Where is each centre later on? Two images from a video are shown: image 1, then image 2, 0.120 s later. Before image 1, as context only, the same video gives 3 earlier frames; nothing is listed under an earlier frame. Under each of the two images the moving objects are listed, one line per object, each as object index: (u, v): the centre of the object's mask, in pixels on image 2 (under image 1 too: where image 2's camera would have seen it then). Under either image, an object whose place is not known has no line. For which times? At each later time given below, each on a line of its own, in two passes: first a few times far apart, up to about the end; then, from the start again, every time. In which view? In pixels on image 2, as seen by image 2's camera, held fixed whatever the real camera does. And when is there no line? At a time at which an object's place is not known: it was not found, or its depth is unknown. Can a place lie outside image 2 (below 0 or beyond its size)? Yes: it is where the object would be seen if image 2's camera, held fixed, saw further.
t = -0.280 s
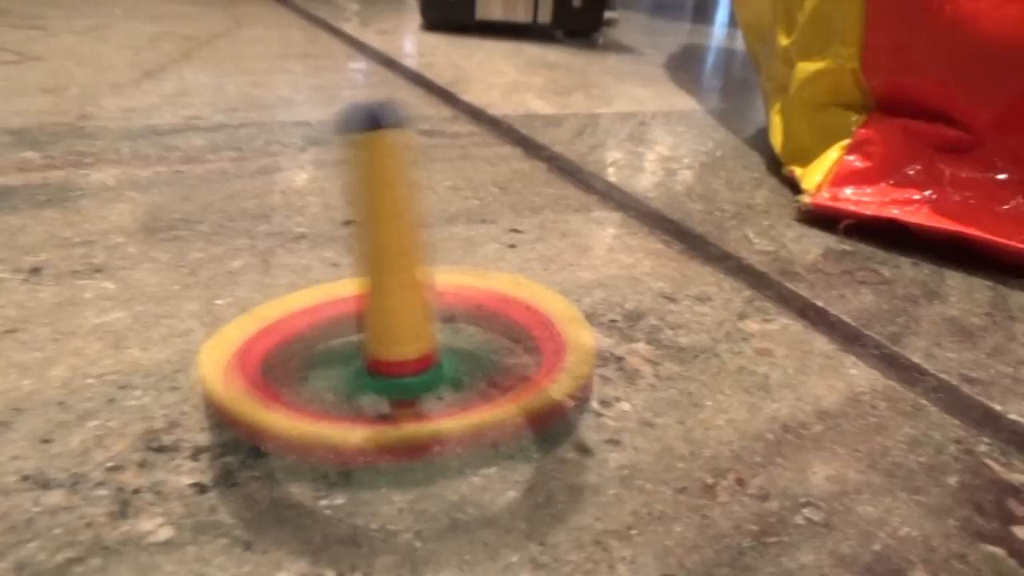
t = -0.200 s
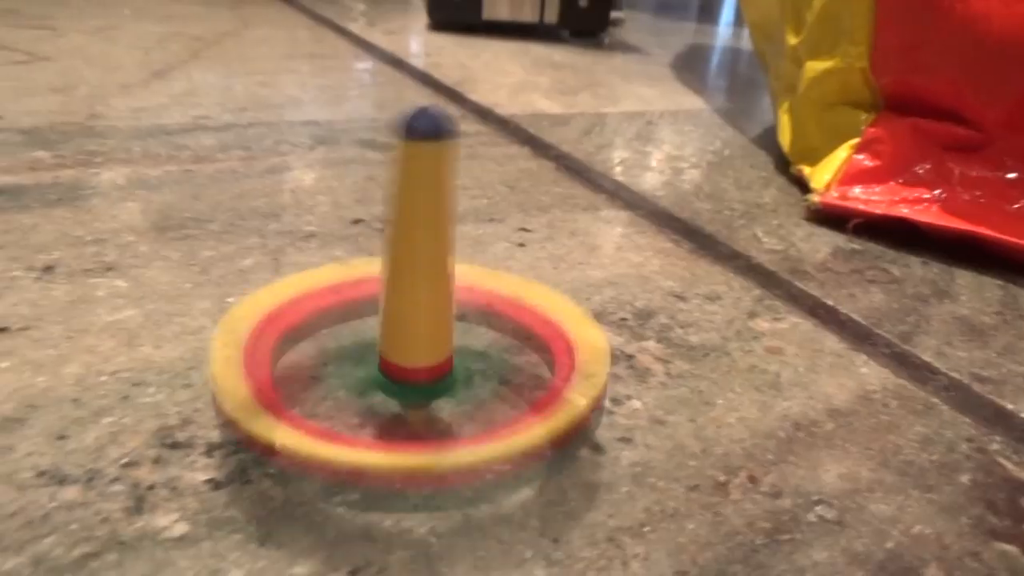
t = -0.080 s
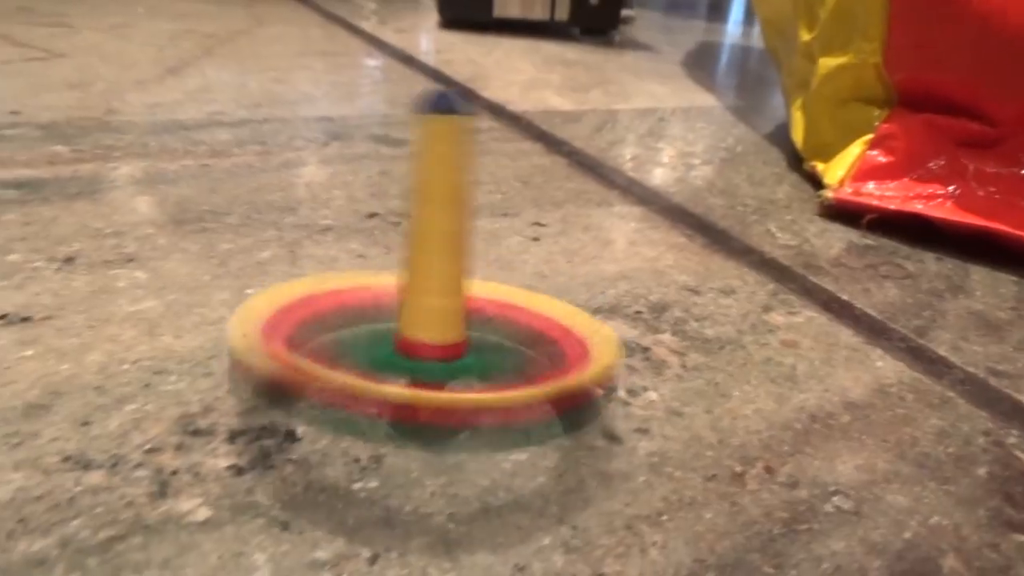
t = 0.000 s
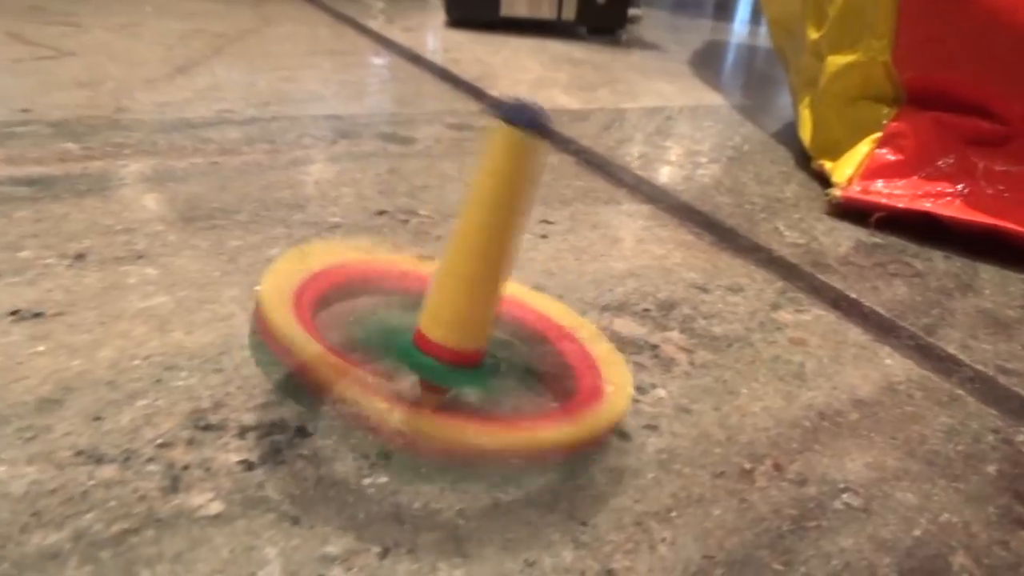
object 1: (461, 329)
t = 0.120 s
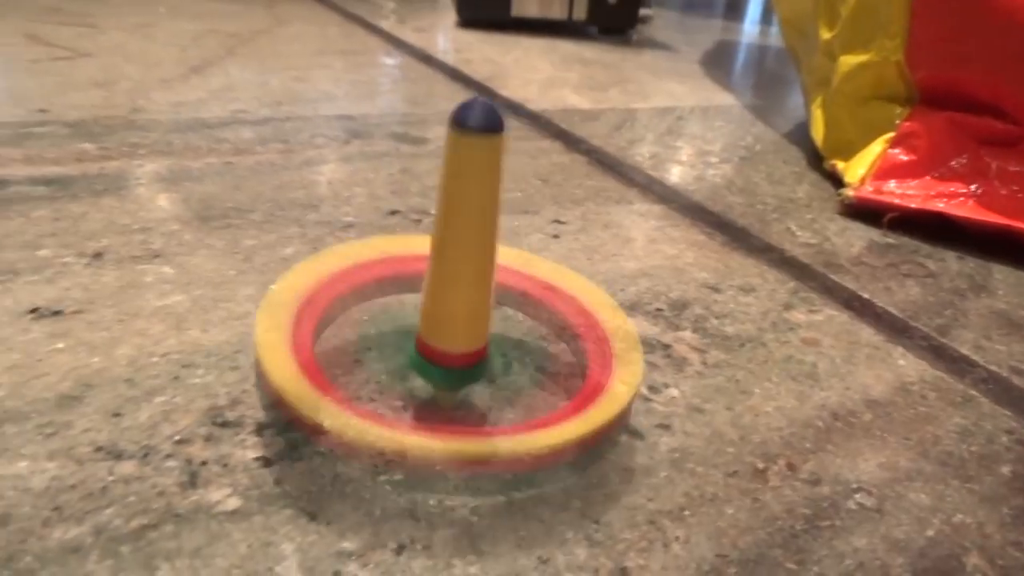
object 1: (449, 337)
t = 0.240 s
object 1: (457, 339)
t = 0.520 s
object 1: (457, 328)
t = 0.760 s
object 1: (462, 338)
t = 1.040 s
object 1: (450, 322)
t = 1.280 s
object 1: (452, 332)
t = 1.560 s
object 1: (434, 321)
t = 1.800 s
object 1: (463, 336)
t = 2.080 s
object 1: (440, 324)
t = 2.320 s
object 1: (462, 339)
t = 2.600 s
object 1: (436, 336)
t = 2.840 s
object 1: (452, 336)
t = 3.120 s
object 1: (444, 321)
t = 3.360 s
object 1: (416, 351)
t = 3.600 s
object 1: (453, 317)
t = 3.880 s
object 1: (476, 329)
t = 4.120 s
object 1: (475, 329)
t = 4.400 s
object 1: (475, 327)
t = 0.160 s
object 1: (453, 337)
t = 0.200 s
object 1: (456, 337)
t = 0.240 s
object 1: (457, 339)
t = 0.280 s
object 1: (456, 342)
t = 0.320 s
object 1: (453, 343)
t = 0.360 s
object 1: (452, 336)
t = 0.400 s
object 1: (451, 328)
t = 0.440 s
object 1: (453, 326)
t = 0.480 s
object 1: (457, 327)
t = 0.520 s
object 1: (457, 328)
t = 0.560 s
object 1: (459, 338)
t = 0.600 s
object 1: (452, 335)
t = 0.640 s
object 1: (455, 326)
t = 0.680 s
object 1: (455, 331)
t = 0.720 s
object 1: (458, 331)
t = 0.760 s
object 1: (462, 338)
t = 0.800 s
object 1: (462, 343)
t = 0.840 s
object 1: (457, 349)
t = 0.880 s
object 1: (449, 345)
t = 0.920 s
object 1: (445, 339)
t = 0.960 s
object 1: (446, 331)
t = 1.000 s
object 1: (448, 327)
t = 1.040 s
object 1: (450, 322)
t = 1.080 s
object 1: (453, 325)
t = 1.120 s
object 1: (458, 334)
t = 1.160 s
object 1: (452, 330)
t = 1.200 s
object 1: (450, 327)
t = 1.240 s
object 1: (452, 328)
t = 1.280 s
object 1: (452, 332)
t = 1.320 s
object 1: (455, 341)
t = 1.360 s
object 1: (458, 339)
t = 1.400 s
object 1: (457, 344)
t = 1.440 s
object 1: (448, 344)
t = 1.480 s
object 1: (439, 341)
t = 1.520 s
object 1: (435, 334)
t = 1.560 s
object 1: (434, 321)
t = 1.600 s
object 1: (434, 313)
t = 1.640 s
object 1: (441, 312)
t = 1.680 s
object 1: (454, 308)
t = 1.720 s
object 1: (460, 318)
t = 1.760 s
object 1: (460, 326)
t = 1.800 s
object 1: (463, 336)
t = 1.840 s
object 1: (461, 348)
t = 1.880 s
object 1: (452, 350)
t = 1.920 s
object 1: (443, 349)
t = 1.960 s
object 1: (437, 346)
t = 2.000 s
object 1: (439, 340)
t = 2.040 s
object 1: (441, 329)
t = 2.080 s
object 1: (440, 324)
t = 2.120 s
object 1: (447, 325)
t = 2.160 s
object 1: (453, 320)
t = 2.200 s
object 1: (454, 319)
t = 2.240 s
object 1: (461, 320)
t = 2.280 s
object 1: (463, 330)
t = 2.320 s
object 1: (462, 339)
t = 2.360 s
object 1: (461, 349)
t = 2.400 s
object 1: (458, 353)
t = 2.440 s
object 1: (451, 353)
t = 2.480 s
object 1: (447, 354)
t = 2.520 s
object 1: (446, 347)
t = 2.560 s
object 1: (437, 339)
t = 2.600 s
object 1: (436, 336)
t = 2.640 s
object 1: (442, 330)
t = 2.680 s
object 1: (431, 321)
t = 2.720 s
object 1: (431, 315)
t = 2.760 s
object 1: (444, 321)
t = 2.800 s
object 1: (449, 329)
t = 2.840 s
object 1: (452, 336)
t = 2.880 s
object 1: (455, 349)
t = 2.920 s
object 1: (450, 359)
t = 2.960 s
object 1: (456, 357)
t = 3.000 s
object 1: (439, 355)
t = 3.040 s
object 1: (437, 338)
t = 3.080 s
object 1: (431, 329)
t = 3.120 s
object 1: (444, 321)
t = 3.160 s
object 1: (459, 323)
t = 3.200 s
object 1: (471, 342)
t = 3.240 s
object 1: (464, 356)
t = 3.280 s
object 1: (451, 372)
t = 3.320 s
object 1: (428, 353)
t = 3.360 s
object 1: (416, 351)
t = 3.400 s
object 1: (413, 342)
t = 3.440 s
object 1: (418, 328)
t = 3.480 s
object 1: (417, 320)
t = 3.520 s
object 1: (427, 312)
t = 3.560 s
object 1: (439, 314)
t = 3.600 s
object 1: (453, 317)
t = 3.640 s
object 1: (464, 322)
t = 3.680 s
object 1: (474, 330)
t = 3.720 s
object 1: (474, 332)
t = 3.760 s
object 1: (475, 329)
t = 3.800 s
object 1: (475, 329)
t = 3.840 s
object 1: (476, 329)
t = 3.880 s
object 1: (476, 329)
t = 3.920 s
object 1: (476, 329)
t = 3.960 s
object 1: (476, 329)
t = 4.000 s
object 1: (476, 329)
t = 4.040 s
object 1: (476, 329)
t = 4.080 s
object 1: (475, 329)
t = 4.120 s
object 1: (475, 329)
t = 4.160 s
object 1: (475, 329)
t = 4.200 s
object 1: (475, 329)
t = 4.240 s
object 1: (475, 328)
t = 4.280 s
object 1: (475, 328)
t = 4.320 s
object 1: (475, 328)
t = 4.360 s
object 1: (475, 328)
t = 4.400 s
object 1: (475, 327)
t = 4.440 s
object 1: (474, 328)
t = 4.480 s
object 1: (474, 327)
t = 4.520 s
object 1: (475, 327)
